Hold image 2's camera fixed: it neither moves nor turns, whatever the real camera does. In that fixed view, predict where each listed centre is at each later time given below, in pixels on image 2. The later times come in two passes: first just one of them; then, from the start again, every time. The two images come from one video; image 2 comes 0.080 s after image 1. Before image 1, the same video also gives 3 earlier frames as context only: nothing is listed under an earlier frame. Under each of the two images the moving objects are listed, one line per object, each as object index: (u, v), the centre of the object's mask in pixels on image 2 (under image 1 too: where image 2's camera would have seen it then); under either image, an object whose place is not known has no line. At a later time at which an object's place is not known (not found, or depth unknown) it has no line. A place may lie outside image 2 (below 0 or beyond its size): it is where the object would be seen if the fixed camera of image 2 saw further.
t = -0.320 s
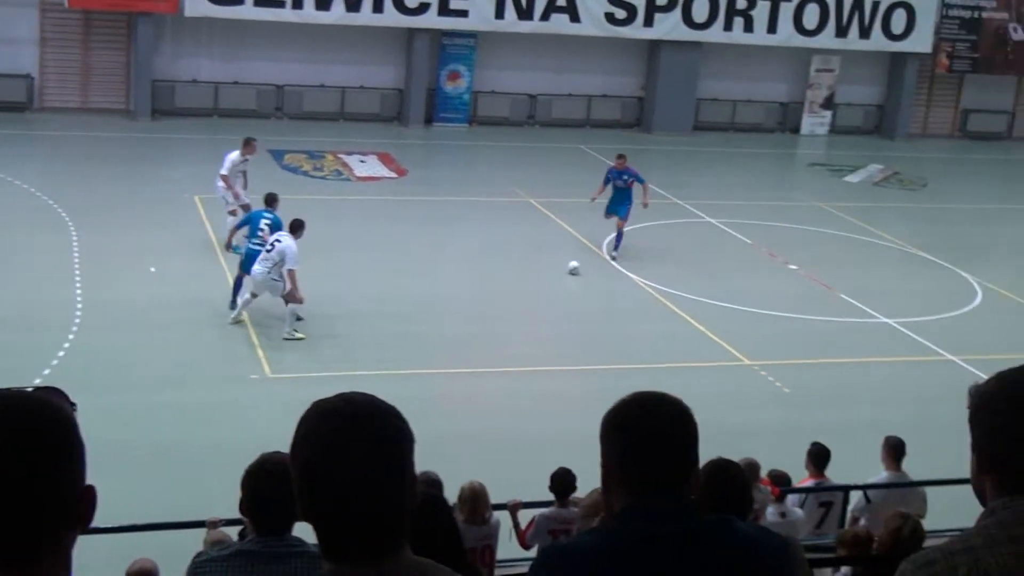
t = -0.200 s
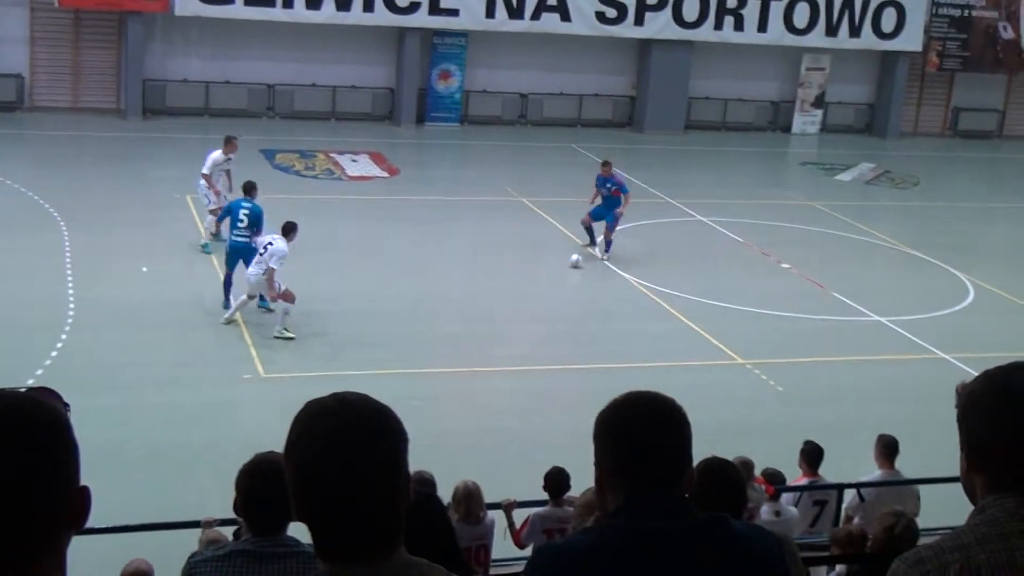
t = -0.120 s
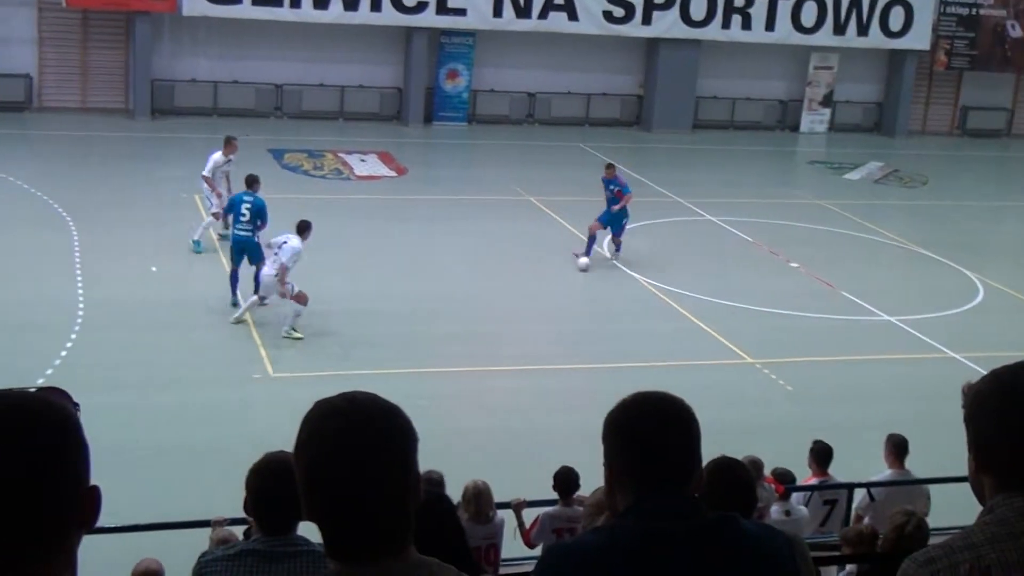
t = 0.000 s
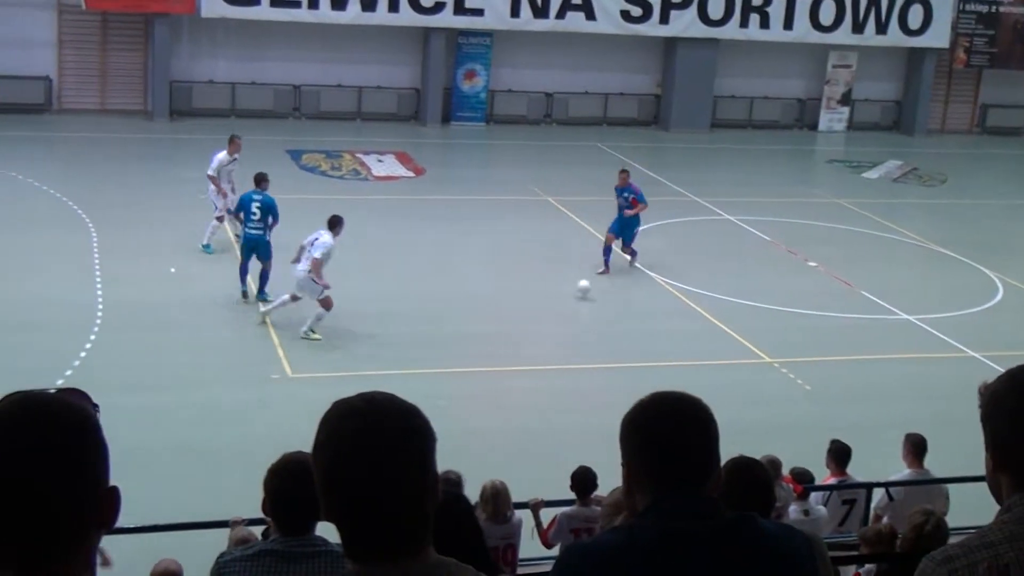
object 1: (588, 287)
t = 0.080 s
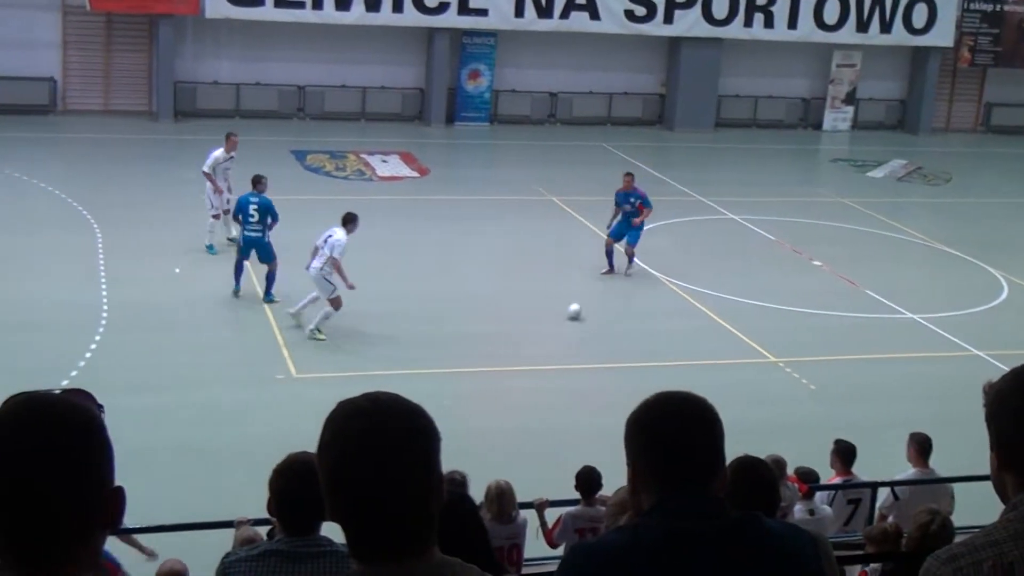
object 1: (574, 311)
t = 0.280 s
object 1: (546, 366)
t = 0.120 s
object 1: (569, 321)
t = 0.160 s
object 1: (563, 330)
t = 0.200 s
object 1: (557, 342)
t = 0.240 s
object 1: (551, 355)
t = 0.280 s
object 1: (546, 366)
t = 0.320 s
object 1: (540, 378)
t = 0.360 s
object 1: (533, 391)
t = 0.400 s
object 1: (527, 406)
